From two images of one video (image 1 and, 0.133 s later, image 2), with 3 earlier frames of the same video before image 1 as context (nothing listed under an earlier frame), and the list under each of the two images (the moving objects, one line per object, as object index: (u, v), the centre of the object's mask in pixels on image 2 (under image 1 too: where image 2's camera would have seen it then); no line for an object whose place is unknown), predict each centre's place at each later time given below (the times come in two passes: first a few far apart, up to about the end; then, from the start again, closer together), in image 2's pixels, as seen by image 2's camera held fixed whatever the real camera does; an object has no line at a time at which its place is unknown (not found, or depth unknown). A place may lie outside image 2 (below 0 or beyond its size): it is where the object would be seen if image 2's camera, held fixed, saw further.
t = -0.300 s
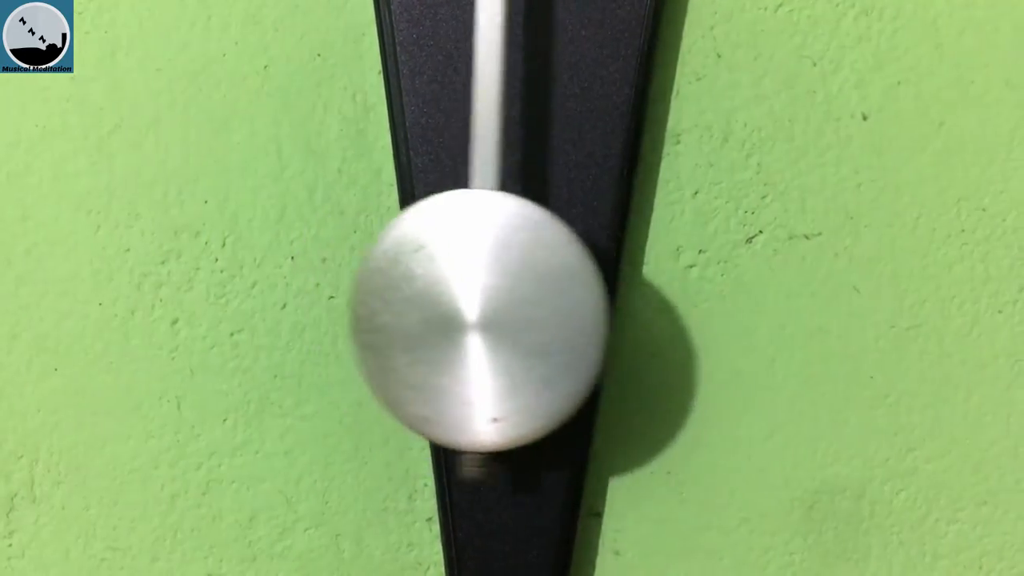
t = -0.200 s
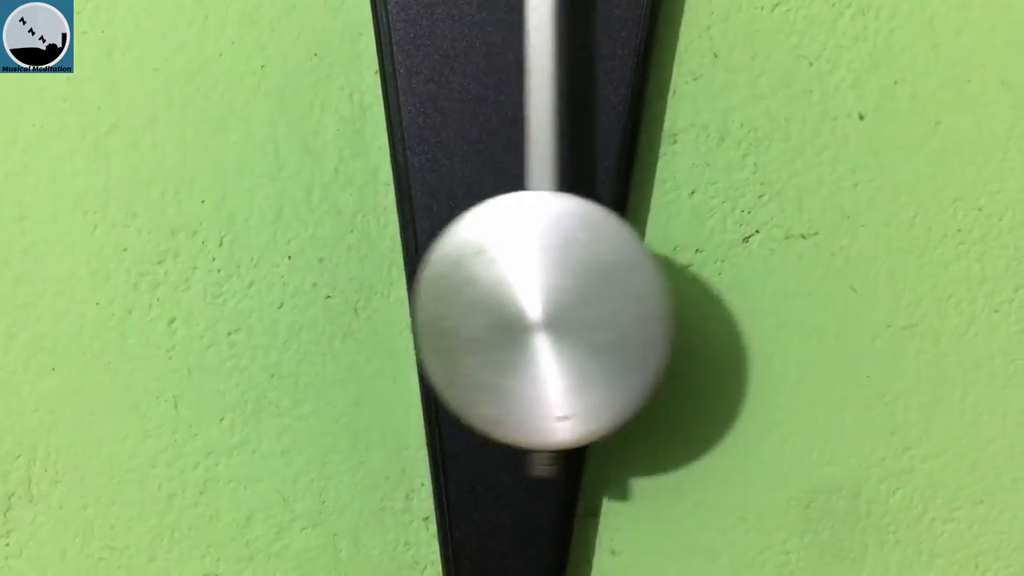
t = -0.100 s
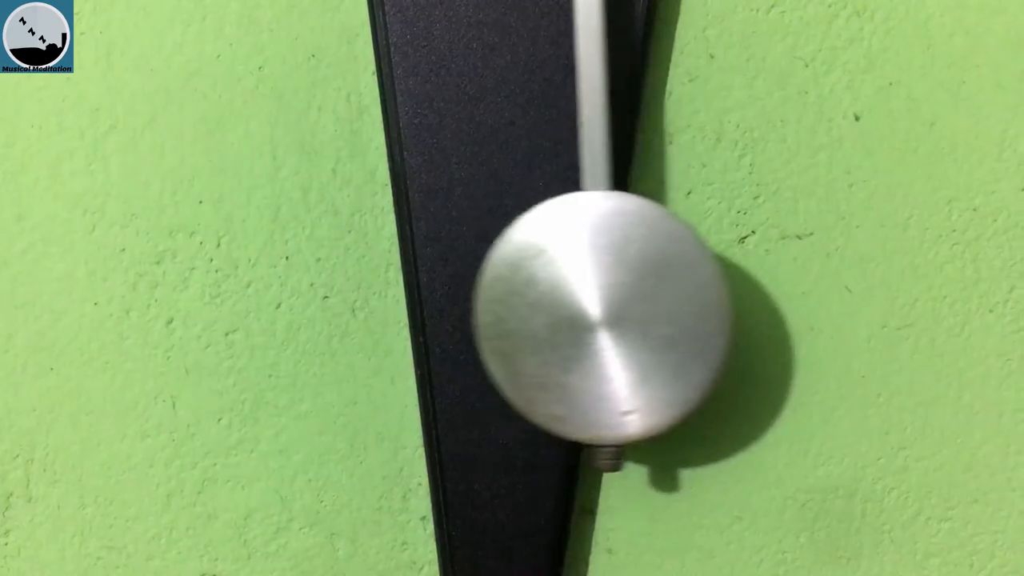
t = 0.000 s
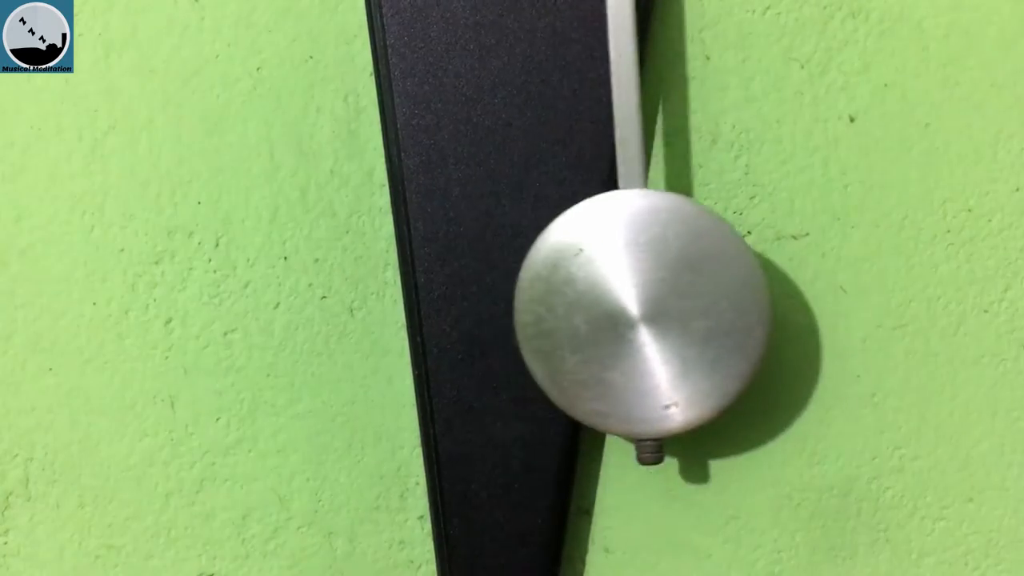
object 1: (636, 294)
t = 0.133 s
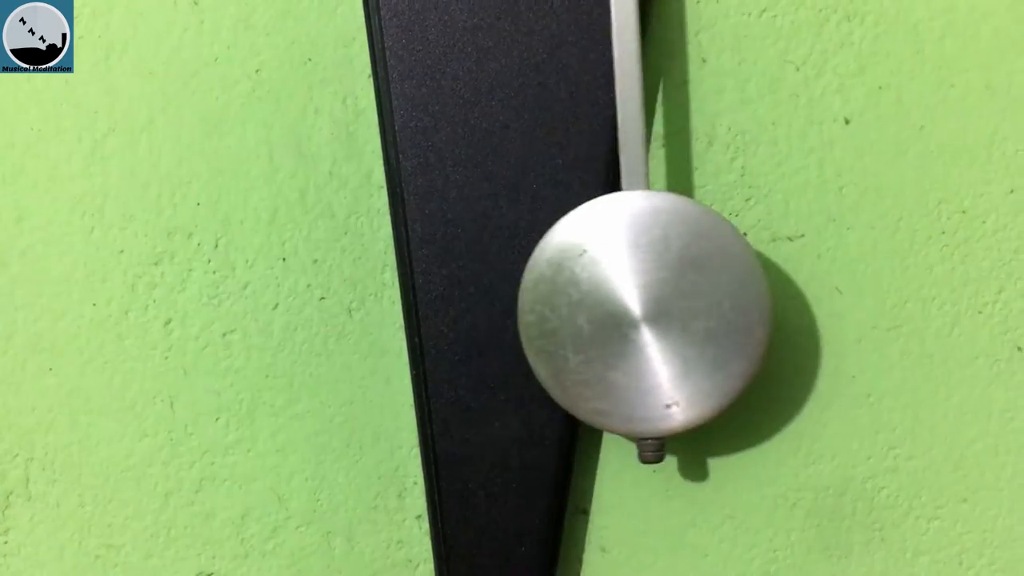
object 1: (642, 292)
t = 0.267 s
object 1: (590, 294)
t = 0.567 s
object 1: (412, 298)
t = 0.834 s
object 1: (447, 296)
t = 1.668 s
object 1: (441, 297)
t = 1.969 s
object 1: (424, 292)
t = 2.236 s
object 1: (589, 295)
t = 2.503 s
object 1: (641, 299)
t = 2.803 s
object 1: (472, 292)
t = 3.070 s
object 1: (408, 292)
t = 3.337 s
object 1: (543, 299)
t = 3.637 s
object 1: (643, 296)
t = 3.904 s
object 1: (515, 292)
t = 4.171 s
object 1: (400, 294)
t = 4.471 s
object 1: (519, 296)
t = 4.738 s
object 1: (640, 295)
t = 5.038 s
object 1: (536, 292)
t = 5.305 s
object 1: (405, 292)
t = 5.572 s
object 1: (478, 290)
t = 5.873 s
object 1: (641, 291)
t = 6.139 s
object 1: (586, 291)
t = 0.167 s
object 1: (634, 293)
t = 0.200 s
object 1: (622, 294)
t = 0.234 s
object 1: (607, 294)
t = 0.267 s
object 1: (590, 294)
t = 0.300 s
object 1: (570, 295)
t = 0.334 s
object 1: (549, 296)
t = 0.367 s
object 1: (527, 296)
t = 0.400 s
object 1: (506, 296)
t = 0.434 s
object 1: (484, 296)
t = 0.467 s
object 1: (463, 297)
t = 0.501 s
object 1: (443, 298)
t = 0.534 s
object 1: (426, 298)
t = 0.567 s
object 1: (412, 298)
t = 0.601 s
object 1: (402, 298)
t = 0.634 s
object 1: (395, 298)
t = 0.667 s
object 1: (394, 298)
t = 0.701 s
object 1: (397, 298)
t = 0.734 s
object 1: (403, 298)
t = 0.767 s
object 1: (414, 298)
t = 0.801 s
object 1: (430, 296)
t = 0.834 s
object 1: (447, 296)
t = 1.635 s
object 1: (462, 298)
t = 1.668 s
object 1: (441, 297)
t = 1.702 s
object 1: (425, 297)
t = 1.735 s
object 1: (410, 296)
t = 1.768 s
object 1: (401, 295)
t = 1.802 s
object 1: (394, 295)
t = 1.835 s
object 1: (392, 294)
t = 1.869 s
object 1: (394, 294)
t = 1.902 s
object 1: (400, 293)
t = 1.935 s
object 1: (411, 292)
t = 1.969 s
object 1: (424, 292)
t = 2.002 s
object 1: (441, 292)
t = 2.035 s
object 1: (459, 293)
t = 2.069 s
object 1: (480, 294)
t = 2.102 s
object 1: (502, 294)
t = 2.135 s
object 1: (524, 296)
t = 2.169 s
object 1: (546, 296)
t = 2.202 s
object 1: (568, 295)
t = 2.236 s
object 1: (589, 295)
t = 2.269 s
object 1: (608, 297)
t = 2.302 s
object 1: (624, 297)
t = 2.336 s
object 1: (637, 298)
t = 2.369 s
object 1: (647, 298)
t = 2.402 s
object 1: (652, 298)
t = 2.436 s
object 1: (652, 298)
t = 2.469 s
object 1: (649, 298)
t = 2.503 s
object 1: (641, 299)
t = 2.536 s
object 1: (630, 298)
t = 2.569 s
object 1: (615, 298)
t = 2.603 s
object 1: (597, 296)
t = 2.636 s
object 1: (577, 296)
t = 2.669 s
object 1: (556, 296)
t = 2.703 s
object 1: (534, 295)
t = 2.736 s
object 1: (513, 294)
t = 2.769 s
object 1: (492, 293)
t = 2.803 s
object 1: (472, 292)
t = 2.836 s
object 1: (454, 291)
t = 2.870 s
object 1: (437, 290)
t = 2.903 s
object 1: (424, 290)
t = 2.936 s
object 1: (413, 290)
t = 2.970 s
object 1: (406, 290)
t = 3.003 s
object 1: (403, 290)
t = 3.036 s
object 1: (404, 289)
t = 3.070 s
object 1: (408, 292)
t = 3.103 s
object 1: (417, 292)
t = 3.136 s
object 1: (429, 293)
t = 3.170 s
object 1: (443, 294)
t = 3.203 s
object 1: (461, 295)
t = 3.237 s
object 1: (480, 296)
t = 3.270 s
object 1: (502, 296)
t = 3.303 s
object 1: (523, 297)
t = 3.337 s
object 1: (543, 299)
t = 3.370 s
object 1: (565, 299)
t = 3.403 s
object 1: (585, 298)
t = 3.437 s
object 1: (603, 298)
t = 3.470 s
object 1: (619, 298)
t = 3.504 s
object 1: (632, 297)
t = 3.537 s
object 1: (640, 298)
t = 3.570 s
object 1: (645, 297)
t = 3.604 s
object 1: (646, 297)
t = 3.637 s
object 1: (643, 296)
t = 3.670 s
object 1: (636, 295)
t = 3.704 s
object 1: (625, 295)
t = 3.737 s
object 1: (611, 294)
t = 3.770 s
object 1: (594, 293)
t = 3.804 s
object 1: (575, 293)
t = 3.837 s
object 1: (555, 292)
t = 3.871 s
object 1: (535, 293)
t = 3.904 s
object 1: (515, 292)
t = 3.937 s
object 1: (494, 292)
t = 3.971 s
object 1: (475, 291)
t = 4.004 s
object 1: (455, 291)
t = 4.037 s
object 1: (438, 291)
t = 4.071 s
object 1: (423, 292)
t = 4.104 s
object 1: (412, 293)
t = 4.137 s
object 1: (404, 293)
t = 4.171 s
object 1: (400, 294)
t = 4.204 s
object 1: (400, 295)
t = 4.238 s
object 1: (404, 295)
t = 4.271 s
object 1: (412, 296)
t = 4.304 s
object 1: (424, 296)
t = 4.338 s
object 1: (439, 296)
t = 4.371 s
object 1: (457, 296)
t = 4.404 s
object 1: (477, 297)
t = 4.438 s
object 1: (498, 296)
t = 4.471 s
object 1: (519, 296)
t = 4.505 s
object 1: (539, 297)
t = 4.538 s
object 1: (560, 296)
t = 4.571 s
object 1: (580, 295)
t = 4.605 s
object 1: (598, 294)
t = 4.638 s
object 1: (613, 295)
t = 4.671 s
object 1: (626, 295)
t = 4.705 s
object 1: (635, 295)
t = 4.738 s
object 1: (640, 295)
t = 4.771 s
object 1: (642, 294)
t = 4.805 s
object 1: (640, 294)
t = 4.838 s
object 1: (633, 294)
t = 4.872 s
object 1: (624, 294)
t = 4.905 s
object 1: (610, 294)
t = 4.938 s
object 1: (594, 293)
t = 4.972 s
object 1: (577, 293)
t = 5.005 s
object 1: (557, 294)
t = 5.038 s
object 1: (536, 292)
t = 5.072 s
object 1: (517, 293)
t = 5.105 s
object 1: (496, 293)
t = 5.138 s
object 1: (477, 292)
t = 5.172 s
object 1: (456, 292)
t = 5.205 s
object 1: (438, 292)
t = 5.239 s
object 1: (423, 293)
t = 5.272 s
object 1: (412, 293)
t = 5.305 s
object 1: (405, 292)
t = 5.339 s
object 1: (402, 292)
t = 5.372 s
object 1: (402, 292)
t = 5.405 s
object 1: (406, 292)
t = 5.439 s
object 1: (414, 292)
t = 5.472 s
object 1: (426, 291)
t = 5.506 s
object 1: (441, 291)
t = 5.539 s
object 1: (458, 291)
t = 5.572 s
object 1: (478, 290)
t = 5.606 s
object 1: (499, 289)
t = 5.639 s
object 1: (520, 289)
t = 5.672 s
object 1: (539, 291)
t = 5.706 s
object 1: (562, 290)
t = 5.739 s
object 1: (582, 290)
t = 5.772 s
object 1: (600, 290)
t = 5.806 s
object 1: (617, 290)
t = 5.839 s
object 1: (630, 291)
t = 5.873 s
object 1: (641, 291)
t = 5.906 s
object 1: (647, 291)
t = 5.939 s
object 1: (650, 291)
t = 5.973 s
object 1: (648, 291)
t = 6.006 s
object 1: (643, 292)
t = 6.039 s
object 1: (633, 291)
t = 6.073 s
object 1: (620, 292)
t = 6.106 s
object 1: (604, 291)
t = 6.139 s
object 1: (586, 291)
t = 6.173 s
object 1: (566, 290)
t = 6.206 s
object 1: (544, 290)
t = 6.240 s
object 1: (524, 288)
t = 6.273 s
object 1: (503, 289)
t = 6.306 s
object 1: (481, 290)
